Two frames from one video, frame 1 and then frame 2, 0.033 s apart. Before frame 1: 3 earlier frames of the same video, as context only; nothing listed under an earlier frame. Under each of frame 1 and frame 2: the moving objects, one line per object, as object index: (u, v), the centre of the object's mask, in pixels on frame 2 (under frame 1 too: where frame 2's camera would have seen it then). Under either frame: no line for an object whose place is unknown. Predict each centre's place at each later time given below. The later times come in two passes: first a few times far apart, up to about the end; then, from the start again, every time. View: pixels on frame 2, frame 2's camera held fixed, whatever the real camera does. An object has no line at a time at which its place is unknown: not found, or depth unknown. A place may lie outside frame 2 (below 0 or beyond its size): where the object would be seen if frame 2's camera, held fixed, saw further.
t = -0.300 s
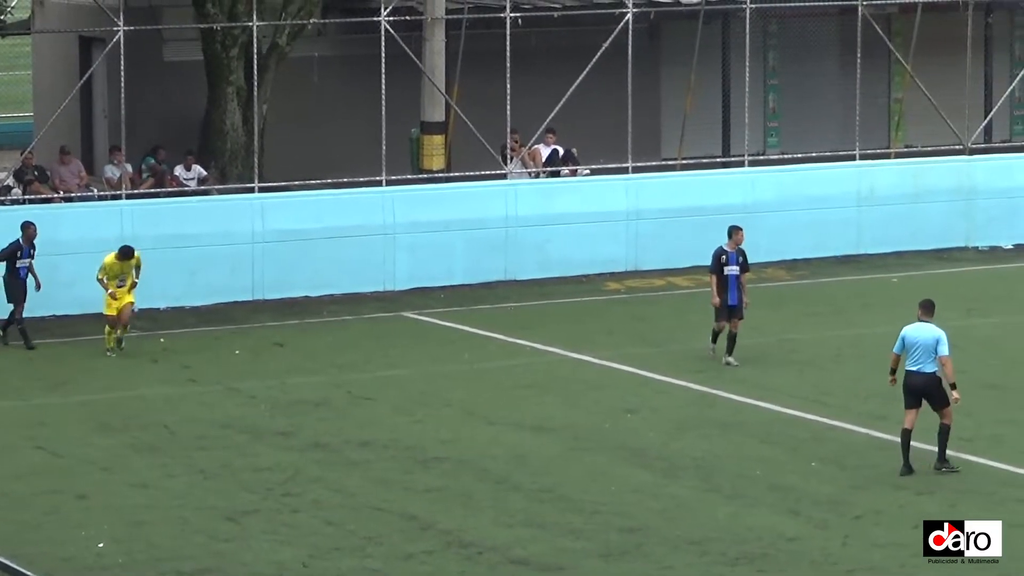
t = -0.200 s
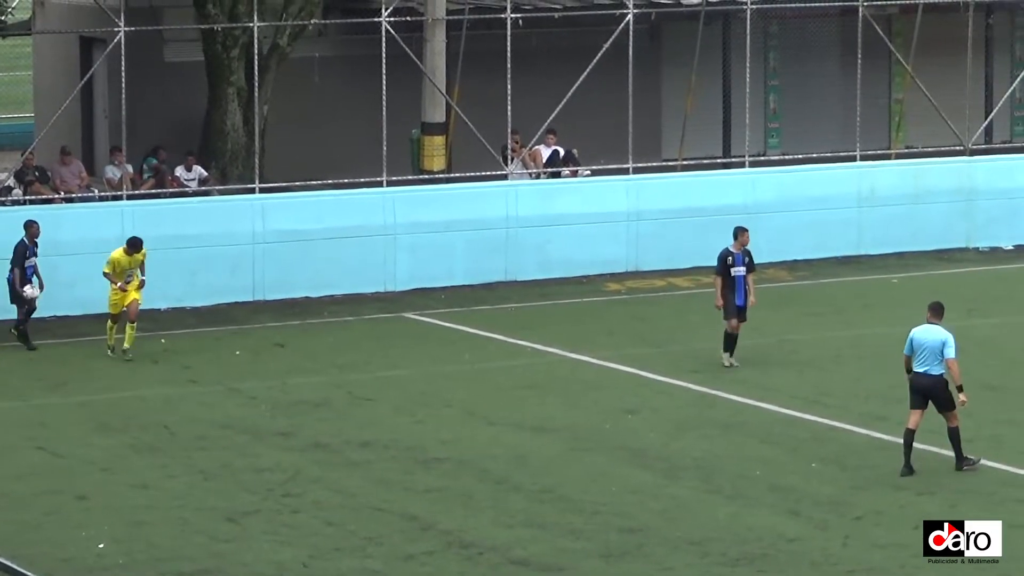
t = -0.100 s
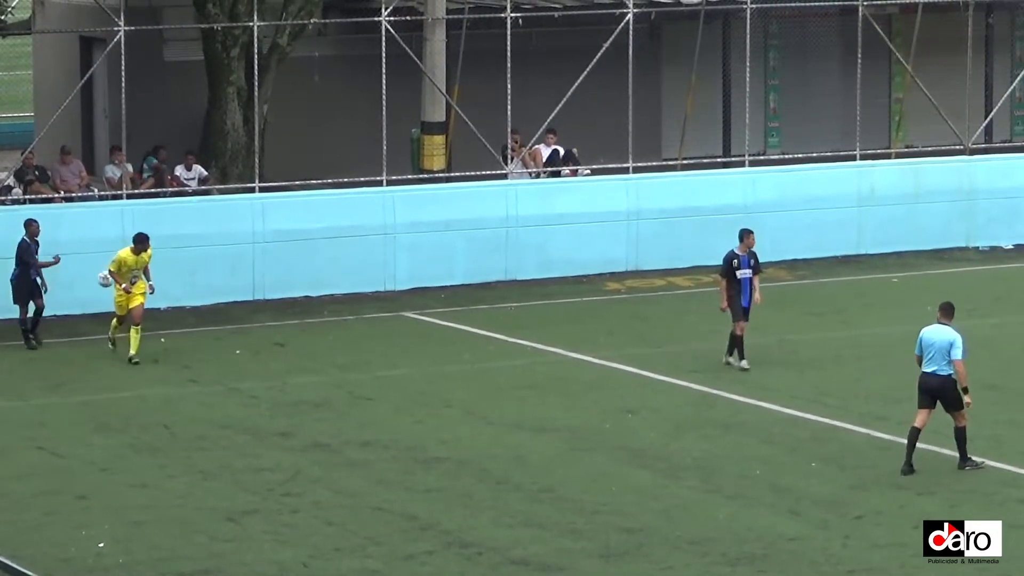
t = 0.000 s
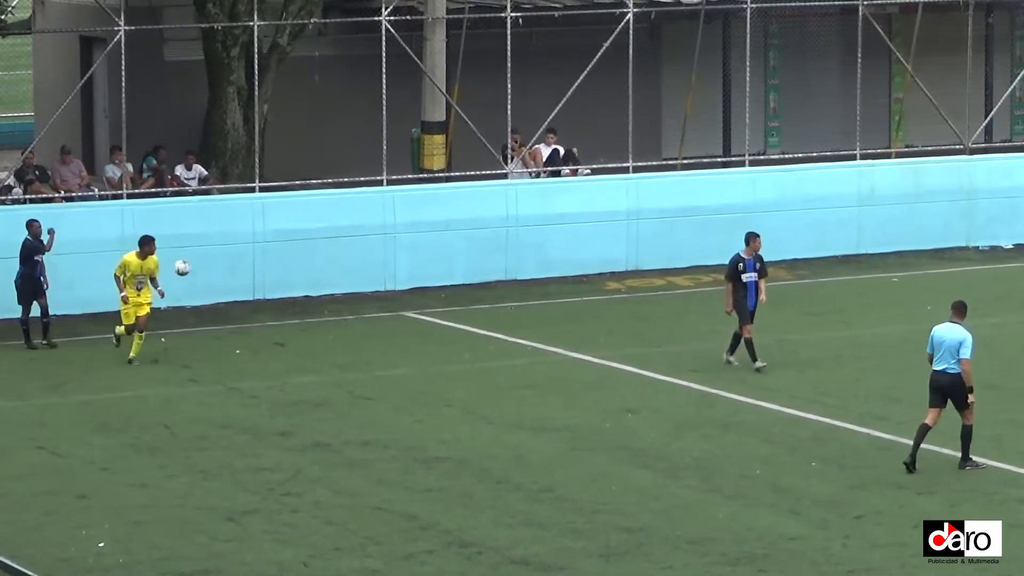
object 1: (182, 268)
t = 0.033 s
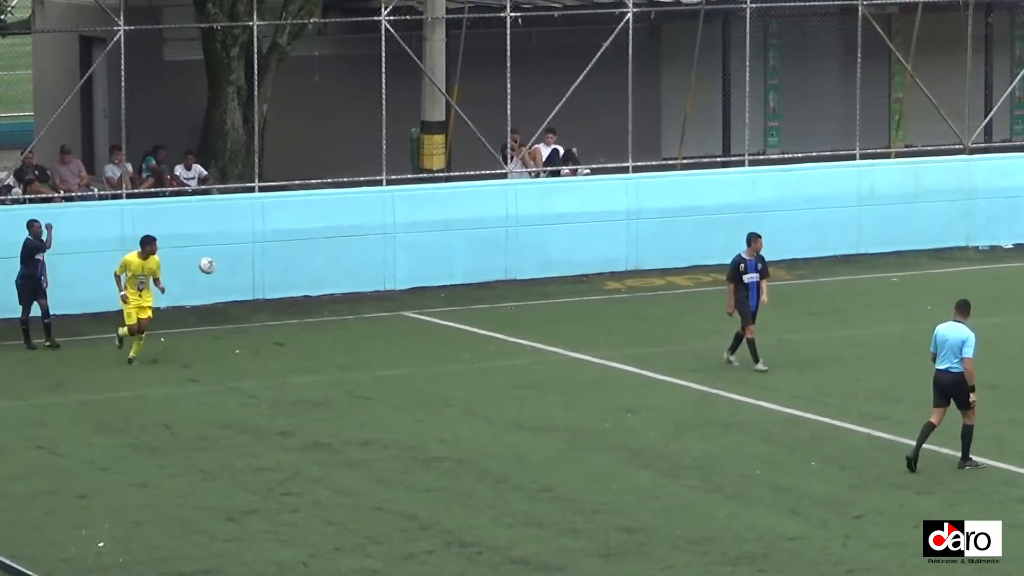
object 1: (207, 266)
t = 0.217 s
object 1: (342, 271)
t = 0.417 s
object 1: (483, 306)
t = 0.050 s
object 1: (220, 265)
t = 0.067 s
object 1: (232, 265)
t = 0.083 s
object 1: (245, 264)
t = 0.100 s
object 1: (257, 265)
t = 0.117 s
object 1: (269, 265)
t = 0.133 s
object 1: (282, 266)
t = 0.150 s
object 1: (294, 266)
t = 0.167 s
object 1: (306, 267)
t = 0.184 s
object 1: (318, 268)
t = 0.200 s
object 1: (330, 270)
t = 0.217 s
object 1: (342, 271)
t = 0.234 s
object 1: (354, 273)
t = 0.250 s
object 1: (367, 275)
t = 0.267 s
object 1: (379, 278)
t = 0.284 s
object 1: (390, 280)
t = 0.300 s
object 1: (402, 282)
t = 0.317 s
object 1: (414, 285)
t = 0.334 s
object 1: (426, 288)
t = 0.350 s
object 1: (437, 291)
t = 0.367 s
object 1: (449, 294)
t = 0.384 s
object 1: (461, 298)
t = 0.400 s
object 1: (472, 302)
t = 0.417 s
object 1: (483, 306)
